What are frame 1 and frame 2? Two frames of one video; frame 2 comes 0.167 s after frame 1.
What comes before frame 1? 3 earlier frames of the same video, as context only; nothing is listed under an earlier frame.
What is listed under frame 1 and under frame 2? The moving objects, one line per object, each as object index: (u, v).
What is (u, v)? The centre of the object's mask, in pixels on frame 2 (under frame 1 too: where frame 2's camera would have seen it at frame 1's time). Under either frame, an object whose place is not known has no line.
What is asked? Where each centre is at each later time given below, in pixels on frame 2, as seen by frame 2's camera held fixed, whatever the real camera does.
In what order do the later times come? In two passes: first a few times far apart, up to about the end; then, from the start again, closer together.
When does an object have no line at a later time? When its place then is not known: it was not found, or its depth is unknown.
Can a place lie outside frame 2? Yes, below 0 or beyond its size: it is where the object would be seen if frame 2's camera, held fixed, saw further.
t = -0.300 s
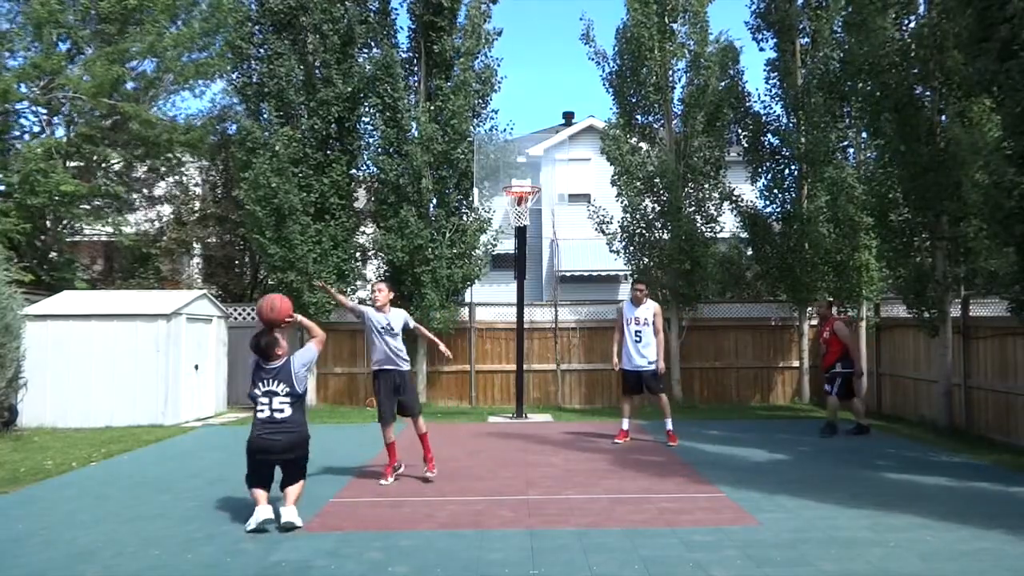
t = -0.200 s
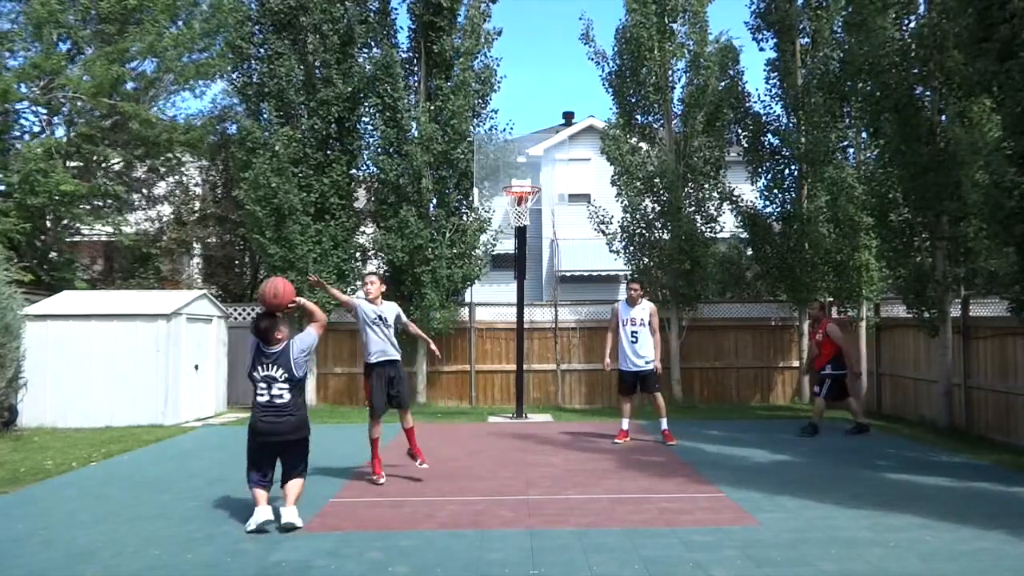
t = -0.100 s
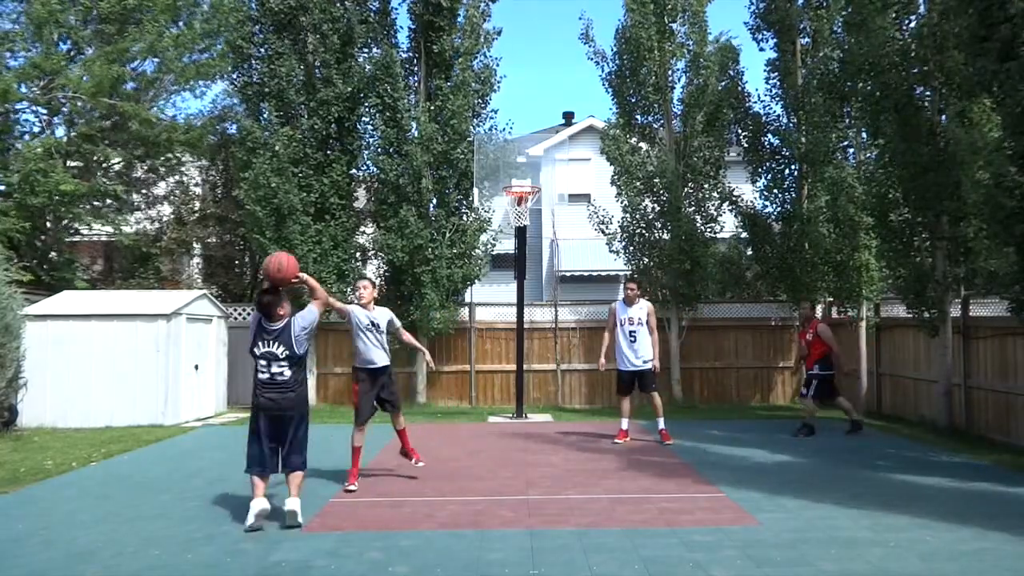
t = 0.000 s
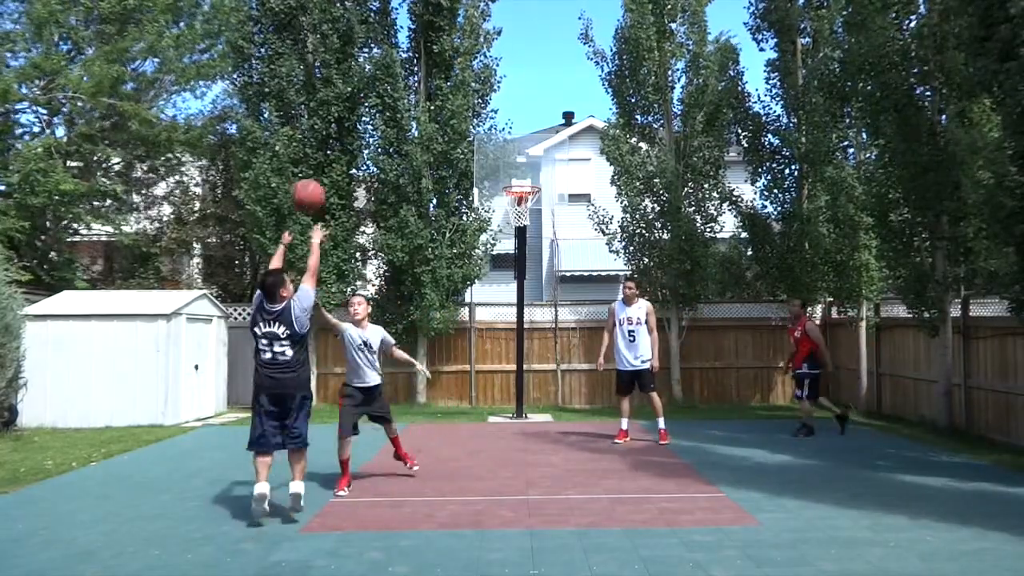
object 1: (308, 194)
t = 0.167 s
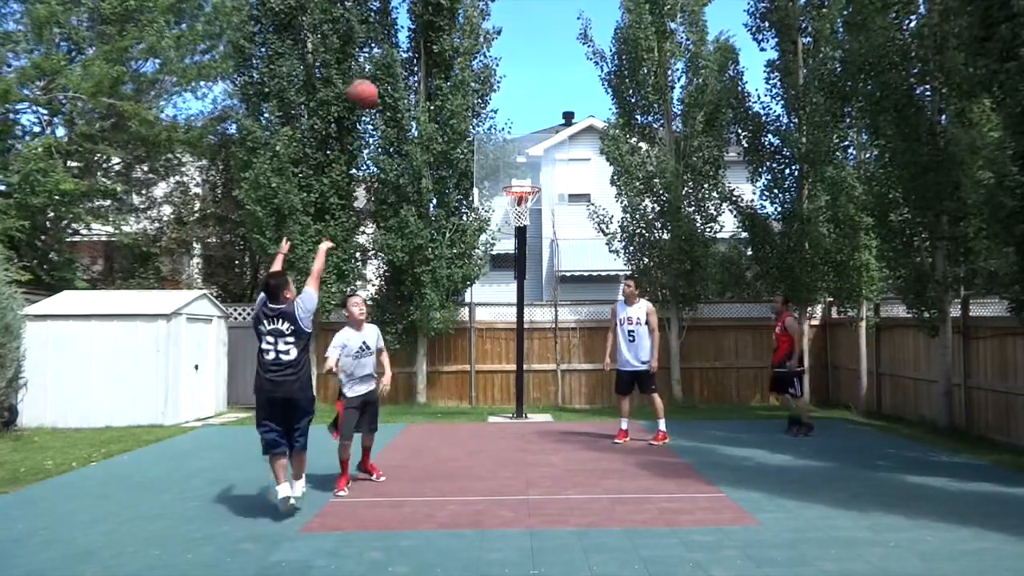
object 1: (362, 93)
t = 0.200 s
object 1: (372, 79)
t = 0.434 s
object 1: (432, 31)
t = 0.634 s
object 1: (472, 38)
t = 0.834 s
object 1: (506, 81)
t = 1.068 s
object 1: (539, 161)
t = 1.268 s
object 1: (587, 188)
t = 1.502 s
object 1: (649, 231)
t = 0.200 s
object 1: (372, 79)
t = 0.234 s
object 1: (383, 67)
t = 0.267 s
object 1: (391, 58)
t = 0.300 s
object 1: (400, 50)
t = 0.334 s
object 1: (408, 43)
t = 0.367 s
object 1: (417, 38)
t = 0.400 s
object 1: (424, 32)
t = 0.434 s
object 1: (432, 31)
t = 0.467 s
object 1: (440, 29)
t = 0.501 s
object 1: (446, 29)
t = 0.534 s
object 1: (453, 30)
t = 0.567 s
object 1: (460, 31)
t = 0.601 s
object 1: (466, 35)
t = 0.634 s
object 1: (472, 38)
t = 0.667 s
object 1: (478, 43)
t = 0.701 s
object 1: (484, 49)
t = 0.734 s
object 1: (490, 56)
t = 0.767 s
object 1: (496, 63)
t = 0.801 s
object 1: (501, 72)
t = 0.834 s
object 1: (506, 81)
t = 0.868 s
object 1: (511, 90)
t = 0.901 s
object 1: (516, 100)
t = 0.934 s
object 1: (521, 111)
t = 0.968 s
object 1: (526, 123)
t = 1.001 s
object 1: (530, 135)
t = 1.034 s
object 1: (535, 148)
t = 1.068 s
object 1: (539, 161)
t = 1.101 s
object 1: (543, 175)
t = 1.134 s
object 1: (550, 181)
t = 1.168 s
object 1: (559, 182)
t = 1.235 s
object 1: (578, 185)
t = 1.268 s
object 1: (587, 188)
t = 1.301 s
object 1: (596, 192)
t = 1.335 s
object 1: (605, 196)
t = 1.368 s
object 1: (614, 202)
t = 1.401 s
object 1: (623, 209)
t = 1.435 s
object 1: (632, 214)
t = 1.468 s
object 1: (641, 223)
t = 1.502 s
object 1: (649, 231)
